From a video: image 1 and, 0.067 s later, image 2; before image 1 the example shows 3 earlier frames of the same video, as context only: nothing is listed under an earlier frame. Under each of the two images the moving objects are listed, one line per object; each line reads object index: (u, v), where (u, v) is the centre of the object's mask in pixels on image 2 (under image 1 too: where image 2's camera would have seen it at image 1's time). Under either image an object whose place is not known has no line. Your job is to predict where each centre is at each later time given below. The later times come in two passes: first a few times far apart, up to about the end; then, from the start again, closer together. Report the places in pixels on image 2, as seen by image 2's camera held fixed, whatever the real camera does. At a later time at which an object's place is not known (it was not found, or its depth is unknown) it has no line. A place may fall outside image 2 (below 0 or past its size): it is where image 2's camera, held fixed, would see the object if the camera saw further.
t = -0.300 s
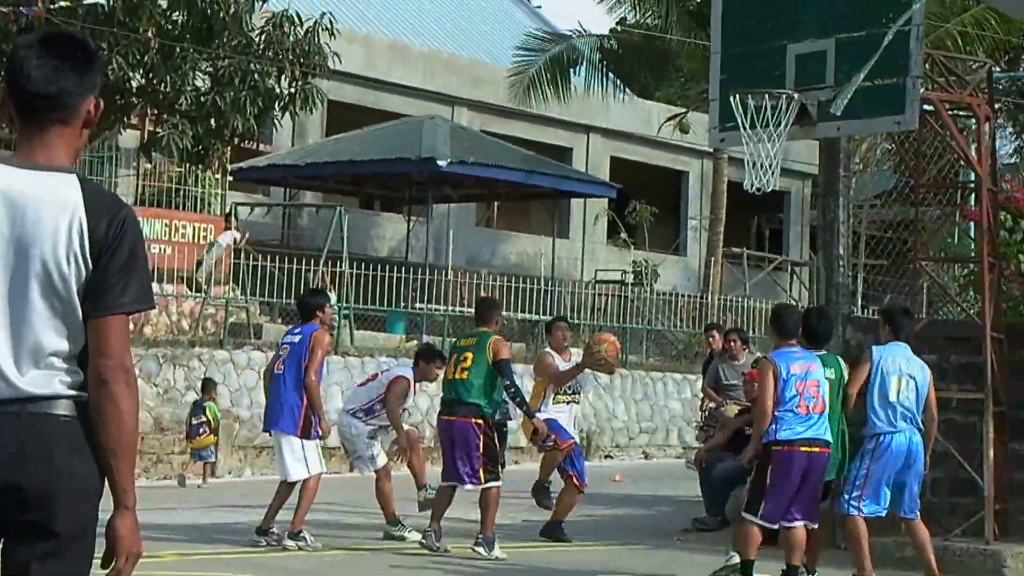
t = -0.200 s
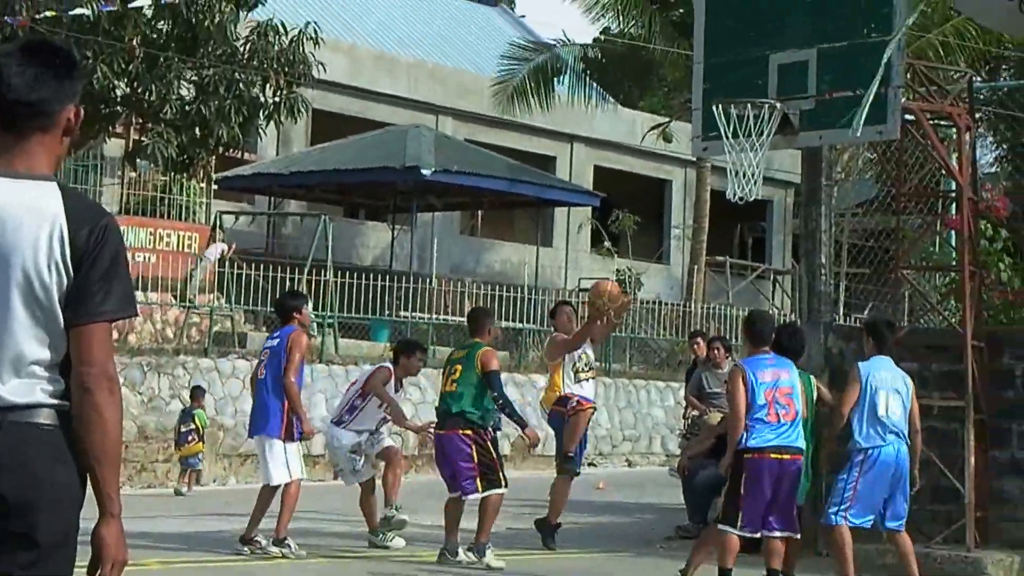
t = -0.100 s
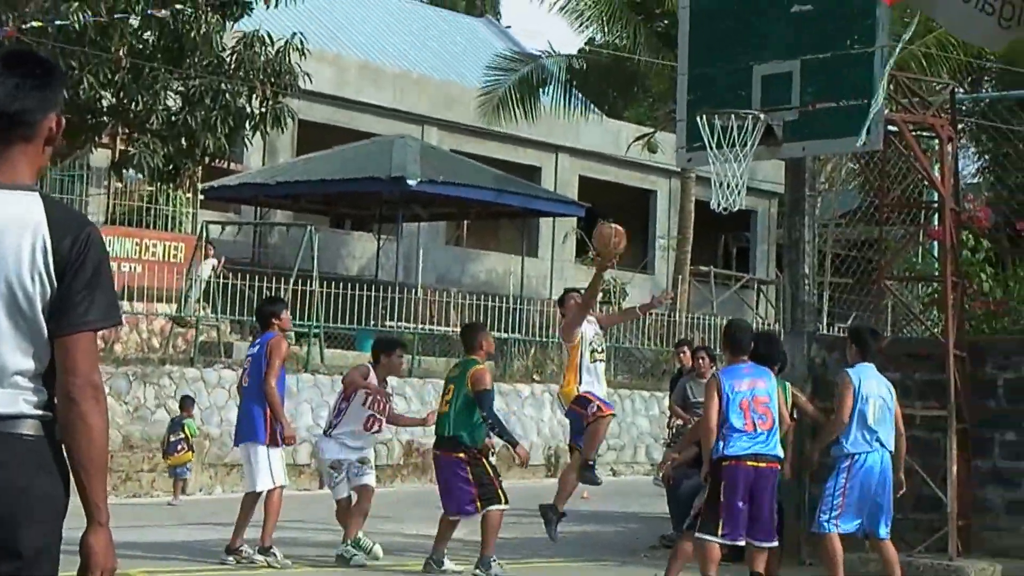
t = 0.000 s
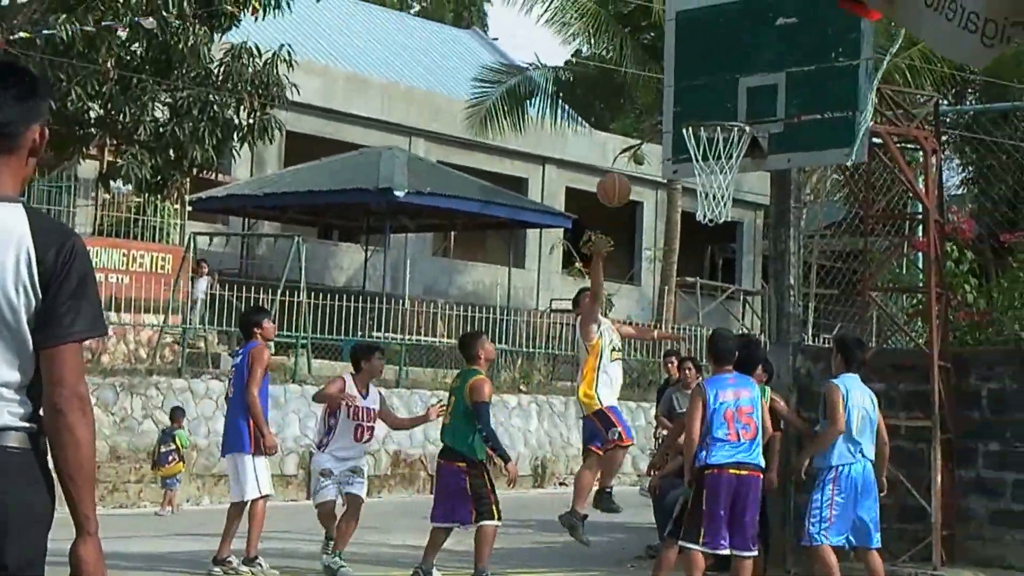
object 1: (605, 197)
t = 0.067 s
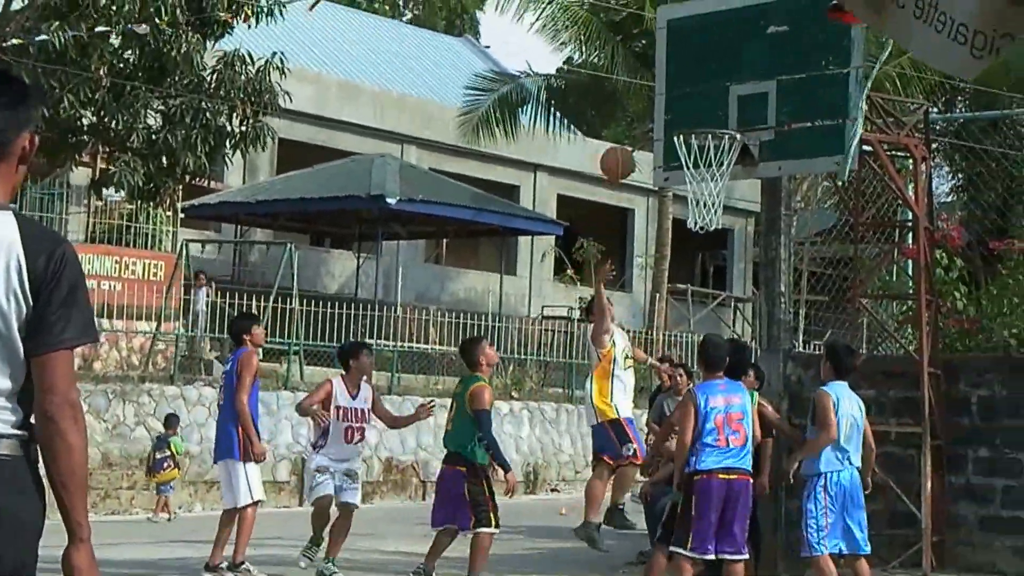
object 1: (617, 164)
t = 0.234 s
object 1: (646, 108)
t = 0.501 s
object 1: (694, 92)
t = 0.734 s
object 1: (718, 112)
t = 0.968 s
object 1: (707, 124)
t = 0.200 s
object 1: (641, 114)
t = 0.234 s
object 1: (646, 108)
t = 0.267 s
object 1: (653, 99)
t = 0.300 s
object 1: (659, 92)
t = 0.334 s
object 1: (664, 87)
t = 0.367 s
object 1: (670, 85)
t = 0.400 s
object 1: (676, 84)
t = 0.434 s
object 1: (682, 85)
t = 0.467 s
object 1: (688, 88)
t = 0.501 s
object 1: (694, 92)
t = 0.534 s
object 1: (700, 98)
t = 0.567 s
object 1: (705, 105)
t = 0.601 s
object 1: (712, 114)
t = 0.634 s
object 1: (715, 116)
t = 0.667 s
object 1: (716, 113)
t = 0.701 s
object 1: (717, 111)
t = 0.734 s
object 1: (718, 112)
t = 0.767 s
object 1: (720, 114)
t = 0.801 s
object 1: (721, 116)
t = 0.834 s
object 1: (722, 118)
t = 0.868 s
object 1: (720, 119)
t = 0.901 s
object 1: (716, 118)
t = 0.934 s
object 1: (711, 119)
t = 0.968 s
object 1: (707, 124)
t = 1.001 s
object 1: (702, 127)
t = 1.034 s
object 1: (699, 131)
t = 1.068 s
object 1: (698, 137)
